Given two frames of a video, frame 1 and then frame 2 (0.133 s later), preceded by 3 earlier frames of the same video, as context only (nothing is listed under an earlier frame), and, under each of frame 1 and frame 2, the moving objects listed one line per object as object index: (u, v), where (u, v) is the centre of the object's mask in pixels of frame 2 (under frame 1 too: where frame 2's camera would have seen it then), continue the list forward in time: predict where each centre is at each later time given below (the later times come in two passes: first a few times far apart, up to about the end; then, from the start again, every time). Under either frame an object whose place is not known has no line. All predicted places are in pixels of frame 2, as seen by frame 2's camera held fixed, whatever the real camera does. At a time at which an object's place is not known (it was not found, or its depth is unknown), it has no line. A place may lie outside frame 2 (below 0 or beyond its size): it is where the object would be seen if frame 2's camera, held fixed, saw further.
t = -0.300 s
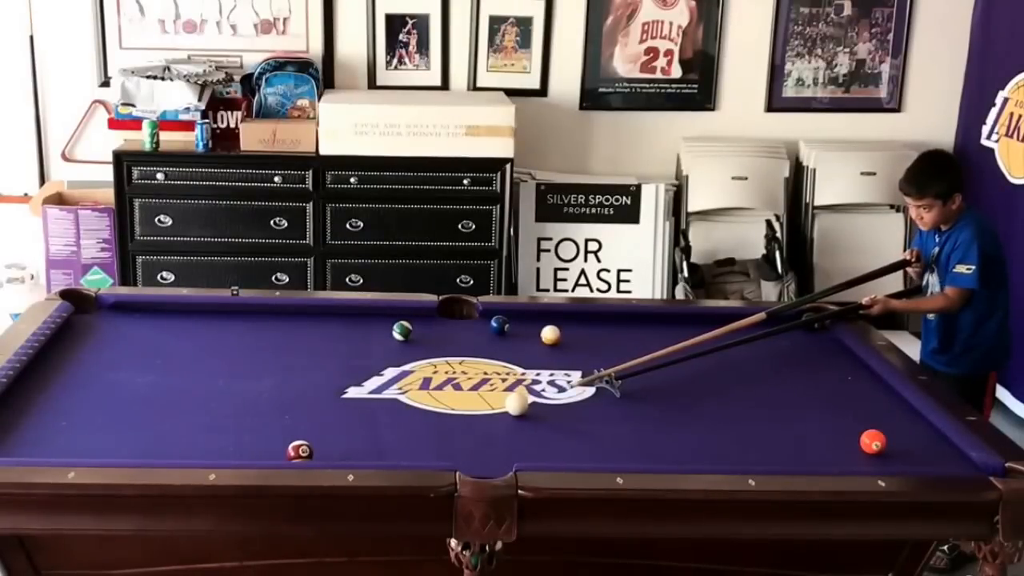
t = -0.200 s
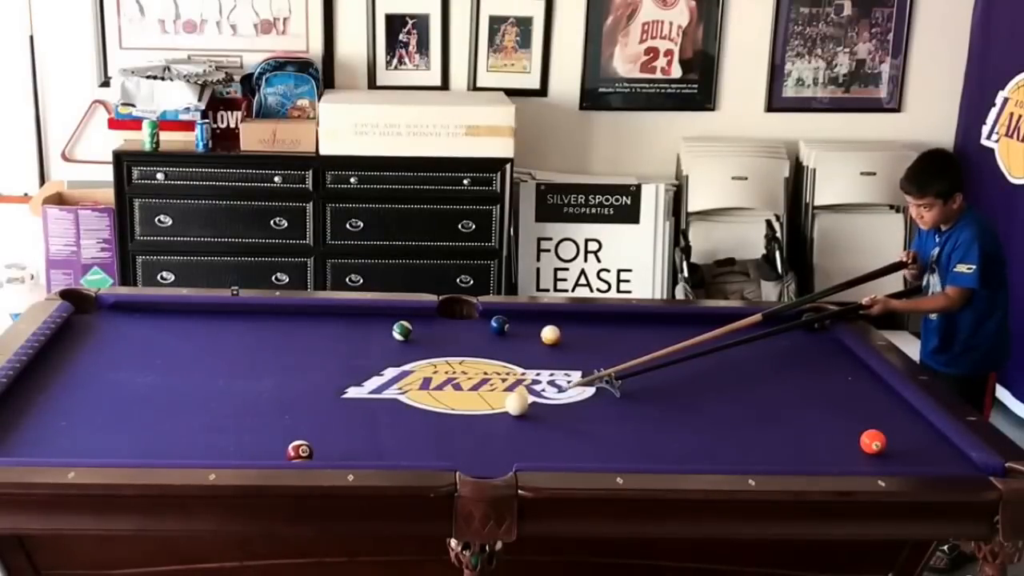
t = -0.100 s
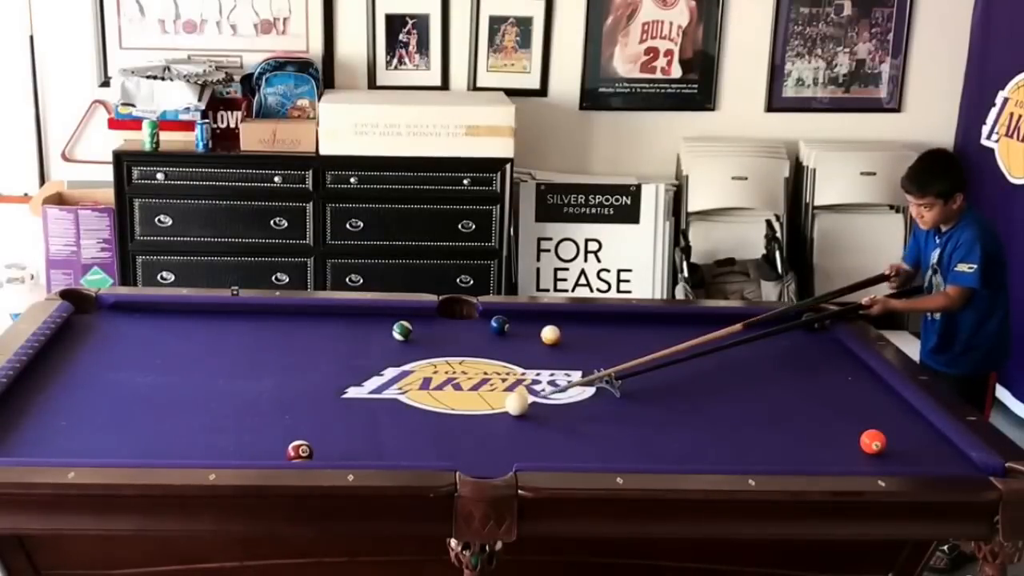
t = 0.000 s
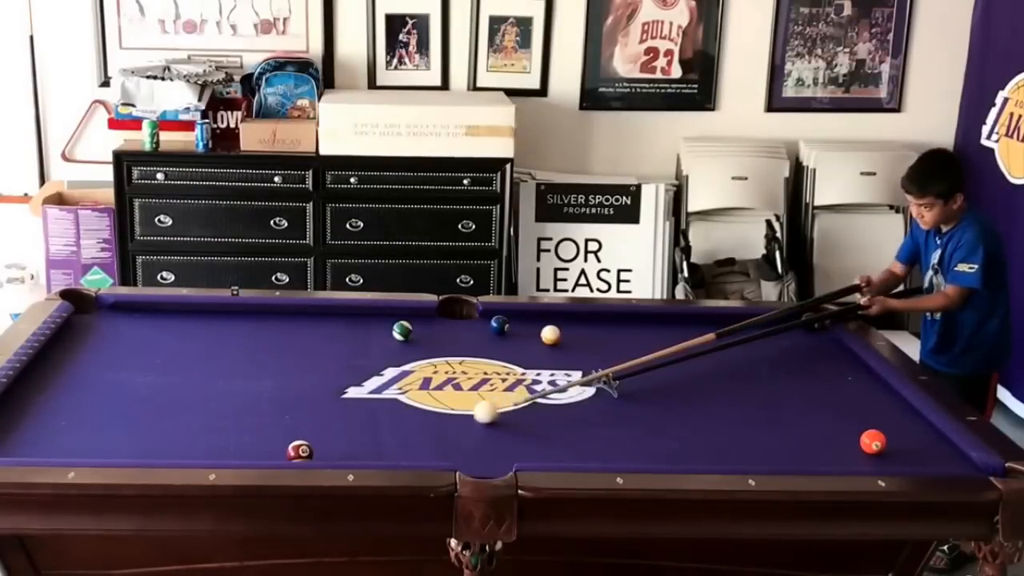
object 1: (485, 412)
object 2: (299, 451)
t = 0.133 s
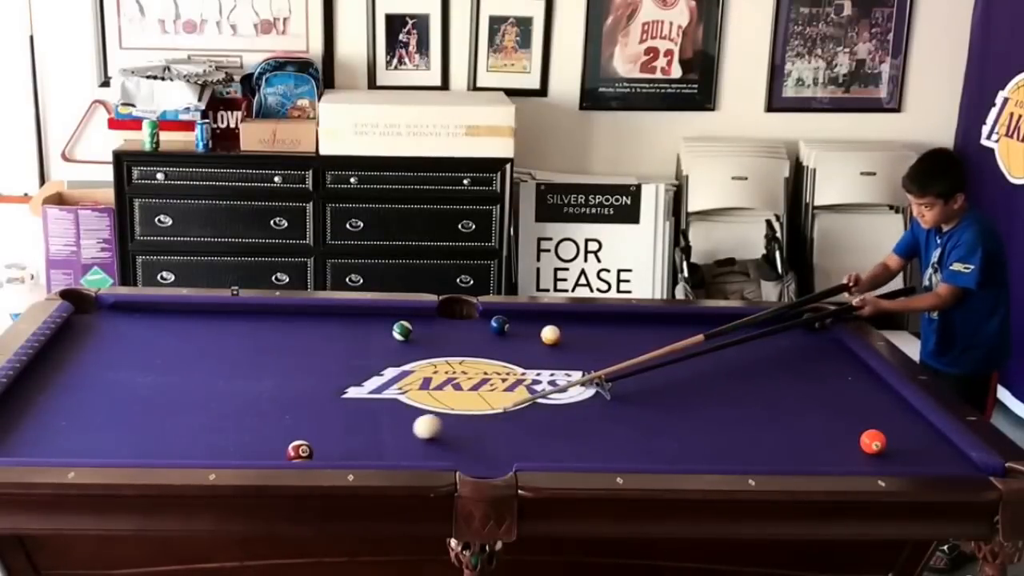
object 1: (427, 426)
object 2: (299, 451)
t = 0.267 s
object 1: (364, 442)
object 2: (299, 451)
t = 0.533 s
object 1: (325, 450)
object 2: (229, 452)
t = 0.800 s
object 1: (322, 437)
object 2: (150, 453)
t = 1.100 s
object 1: (320, 423)
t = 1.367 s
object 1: (318, 411)
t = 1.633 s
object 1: (317, 401)
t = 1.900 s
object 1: (316, 393)
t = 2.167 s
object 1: (315, 385)
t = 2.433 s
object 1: (315, 378)
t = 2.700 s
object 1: (316, 372)
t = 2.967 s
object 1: (317, 366)
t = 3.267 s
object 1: (319, 361)
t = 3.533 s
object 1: (320, 358)
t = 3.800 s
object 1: (322, 354)
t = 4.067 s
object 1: (324, 352)
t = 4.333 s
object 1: (325, 350)
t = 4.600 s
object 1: (326, 350)
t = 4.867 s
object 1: (326, 349)
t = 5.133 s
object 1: (326, 349)
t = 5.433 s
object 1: (326, 349)
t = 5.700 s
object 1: (327, 348)
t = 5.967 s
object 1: (327, 348)
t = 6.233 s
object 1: (327, 348)
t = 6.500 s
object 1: (327, 348)
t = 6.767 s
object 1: (327, 348)
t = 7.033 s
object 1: (327, 348)
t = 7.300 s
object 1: (327, 348)
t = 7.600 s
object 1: (327, 348)
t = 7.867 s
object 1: (327, 348)
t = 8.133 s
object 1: (327, 348)
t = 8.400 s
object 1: (327, 348)
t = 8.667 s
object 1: (327, 348)
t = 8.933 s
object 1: (327, 348)
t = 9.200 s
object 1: (327, 348)
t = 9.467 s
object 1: (327, 348)
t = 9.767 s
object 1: (327, 348)
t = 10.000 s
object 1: (327, 348)
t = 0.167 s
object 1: (412, 430)
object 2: (299, 451)
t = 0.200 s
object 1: (396, 434)
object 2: (299, 451)
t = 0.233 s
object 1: (381, 438)
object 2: (299, 451)
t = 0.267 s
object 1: (364, 442)
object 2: (299, 451)
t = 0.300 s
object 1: (348, 446)
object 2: (299, 451)
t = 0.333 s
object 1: (332, 449)
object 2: (299, 451)
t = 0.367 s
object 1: (326, 452)
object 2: (289, 451)
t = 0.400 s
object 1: (325, 454)
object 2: (274, 451)
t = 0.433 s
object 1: (326, 454)
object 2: (261, 451)
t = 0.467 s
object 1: (326, 452)
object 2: (249, 452)
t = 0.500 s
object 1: (326, 451)
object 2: (238, 453)
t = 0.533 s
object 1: (325, 450)
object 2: (229, 452)
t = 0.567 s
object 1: (325, 449)
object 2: (219, 453)
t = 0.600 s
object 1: (324, 447)
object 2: (207, 453)
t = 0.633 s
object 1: (324, 445)
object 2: (194, 454)
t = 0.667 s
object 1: (323, 444)
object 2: (187, 453)
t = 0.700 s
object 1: (323, 442)
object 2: (178, 453)
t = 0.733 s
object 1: (323, 440)
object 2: (169, 453)
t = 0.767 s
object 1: (322, 439)
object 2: (158, 453)
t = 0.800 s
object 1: (322, 437)
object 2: (150, 453)
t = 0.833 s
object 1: (322, 435)
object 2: (142, 452)
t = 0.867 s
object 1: (321, 433)
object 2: (132, 452)
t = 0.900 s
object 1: (321, 432)
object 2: (122, 452)
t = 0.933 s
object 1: (321, 430)
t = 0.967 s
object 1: (321, 429)
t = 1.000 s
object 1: (320, 427)
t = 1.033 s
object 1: (320, 426)
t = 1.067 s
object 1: (320, 424)
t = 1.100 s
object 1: (320, 423)
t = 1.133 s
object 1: (319, 421)
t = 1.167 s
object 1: (319, 420)
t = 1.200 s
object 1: (319, 418)
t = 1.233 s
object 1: (319, 417)
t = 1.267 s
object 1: (318, 415)
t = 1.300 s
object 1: (318, 414)
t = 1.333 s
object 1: (318, 413)
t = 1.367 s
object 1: (318, 411)
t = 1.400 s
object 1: (318, 410)
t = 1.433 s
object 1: (317, 409)
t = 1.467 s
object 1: (317, 408)
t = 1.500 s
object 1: (317, 406)
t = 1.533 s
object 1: (317, 405)
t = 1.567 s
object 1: (317, 404)
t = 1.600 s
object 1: (317, 403)
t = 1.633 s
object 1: (317, 401)
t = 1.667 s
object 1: (317, 400)
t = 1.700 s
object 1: (317, 399)
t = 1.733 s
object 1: (316, 398)
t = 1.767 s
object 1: (316, 397)
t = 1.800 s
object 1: (316, 396)
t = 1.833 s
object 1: (316, 395)
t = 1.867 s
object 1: (316, 394)
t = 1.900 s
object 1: (316, 393)
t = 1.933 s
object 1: (316, 392)
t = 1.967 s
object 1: (316, 390)
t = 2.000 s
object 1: (316, 390)
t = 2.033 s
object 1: (315, 389)
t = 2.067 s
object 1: (315, 387)
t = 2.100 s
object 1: (315, 387)
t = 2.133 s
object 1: (315, 386)
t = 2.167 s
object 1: (315, 385)
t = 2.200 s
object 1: (315, 384)
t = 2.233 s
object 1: (315, 383)
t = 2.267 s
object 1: (315, 382)
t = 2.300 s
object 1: (315, 381)
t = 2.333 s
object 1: (315, 380)
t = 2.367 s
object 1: (315, 380)
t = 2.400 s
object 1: (315, 379)
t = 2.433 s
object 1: (315, 378)
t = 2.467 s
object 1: (316, 377)
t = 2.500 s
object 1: (316, 376)
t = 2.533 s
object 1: (316, 375)
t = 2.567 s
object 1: (316, 375)
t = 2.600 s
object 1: (316, 374)
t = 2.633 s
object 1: (316, 373)
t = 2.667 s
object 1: (316, 372)
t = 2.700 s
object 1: (316, 372)
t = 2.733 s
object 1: (316, 371)
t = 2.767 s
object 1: (316, 370)
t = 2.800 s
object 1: (316, 369)
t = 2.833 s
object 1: (316, 369)
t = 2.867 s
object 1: (317, 368)
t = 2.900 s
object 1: (317, 368)
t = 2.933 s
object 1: (317, 367)
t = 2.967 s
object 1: (317, 366)
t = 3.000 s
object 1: (317, 366)
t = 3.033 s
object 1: (317, 365)
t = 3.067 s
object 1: (317, 364)
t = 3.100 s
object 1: (318, 364)
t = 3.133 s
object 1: (318, 363)
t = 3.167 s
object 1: (318, 363)
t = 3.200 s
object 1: (318, 362)
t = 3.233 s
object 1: (318, 362)
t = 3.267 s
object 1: (319, 361)
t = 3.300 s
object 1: (319, 361)
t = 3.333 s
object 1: (319, 360)
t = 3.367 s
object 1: (319, 360)
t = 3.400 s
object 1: (320, 359)
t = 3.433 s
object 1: (320, 359)
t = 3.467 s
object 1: (320, 359)
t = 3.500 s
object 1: (320, 358)
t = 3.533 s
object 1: (320, 358)
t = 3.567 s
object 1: (321, 357)
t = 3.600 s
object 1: (321, 357)
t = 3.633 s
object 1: (321, 356)
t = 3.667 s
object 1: (321, 356)
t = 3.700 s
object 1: (322, 356)
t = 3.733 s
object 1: (322, 355)
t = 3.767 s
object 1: (322, 355)
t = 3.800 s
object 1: (322, 354)
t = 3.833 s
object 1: (323, 354)
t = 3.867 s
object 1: (323, 354)
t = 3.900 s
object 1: (323, 354)
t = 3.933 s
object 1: (323, 353)
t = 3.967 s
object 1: (323, 353)
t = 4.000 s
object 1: (323, 353)
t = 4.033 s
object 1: (324, 352)
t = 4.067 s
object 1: (324, 352)
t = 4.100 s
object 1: (324, 352)
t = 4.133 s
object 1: (324, 351)
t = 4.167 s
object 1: (324, 351)
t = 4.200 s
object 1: (324, 351)
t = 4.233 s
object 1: (325, 351)
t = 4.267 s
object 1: (325, 350)
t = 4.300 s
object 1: (325, 350)
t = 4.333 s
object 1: (325, 350)
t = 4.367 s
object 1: (325, 350)
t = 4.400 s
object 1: (325, 350)
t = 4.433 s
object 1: (325, 350)
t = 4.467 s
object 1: (325, 350)
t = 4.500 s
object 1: (325, 350)
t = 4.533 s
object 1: (325, 350)
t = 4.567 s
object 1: (325, 350)
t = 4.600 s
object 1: (326, 350)
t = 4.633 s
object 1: (326, 350)
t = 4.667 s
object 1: (326, 350)
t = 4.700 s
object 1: (326, 350)
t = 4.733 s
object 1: (326, 350)
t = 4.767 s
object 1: (326, 349)
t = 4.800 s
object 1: (326, 349)
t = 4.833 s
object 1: (326, 349)
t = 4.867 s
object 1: (326, 349)
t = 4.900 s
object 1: (326, 349)
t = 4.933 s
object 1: (326, 349)
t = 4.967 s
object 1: (326, 349)
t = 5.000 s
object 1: (326, 349)
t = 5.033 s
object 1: (326, 349)
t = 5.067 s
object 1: (326, 349)
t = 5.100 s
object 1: (326, 349)
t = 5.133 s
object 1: (326, 349)
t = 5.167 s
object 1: (326, 349)
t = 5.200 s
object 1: (326, 349)
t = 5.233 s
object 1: (326, 349)
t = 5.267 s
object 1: (326, 349)
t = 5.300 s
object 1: (326, 349)
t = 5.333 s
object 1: (326, 349)
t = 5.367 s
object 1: (326, 349)
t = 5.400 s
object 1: (326, 349)
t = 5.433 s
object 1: (326, 349)
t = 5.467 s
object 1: (326, 349)
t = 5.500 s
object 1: (326, 349)
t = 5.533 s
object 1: (326, 349)
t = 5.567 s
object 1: (327, 348)
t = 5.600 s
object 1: (327, 348)
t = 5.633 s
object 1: (327, 348)
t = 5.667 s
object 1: (327, 348)
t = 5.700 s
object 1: (327, 348)
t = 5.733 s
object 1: (327, 348)
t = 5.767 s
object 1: (326, 348)
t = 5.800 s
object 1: (327, 348)
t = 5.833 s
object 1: (327, 348)
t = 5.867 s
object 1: (327, 348)
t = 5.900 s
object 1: (327, 348)
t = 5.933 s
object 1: (327, 348)
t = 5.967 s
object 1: (327, 348)
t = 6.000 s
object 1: (327, 348)
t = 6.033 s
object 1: (326, 348)
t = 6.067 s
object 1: (327, 348)
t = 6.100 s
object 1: (327, 348)
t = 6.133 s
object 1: (327, 348)
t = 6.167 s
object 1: (327, 348)
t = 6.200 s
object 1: (327, 348)
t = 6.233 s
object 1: (327, 348)
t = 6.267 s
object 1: (327, 348)
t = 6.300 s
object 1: (327, 348)
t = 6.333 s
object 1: (327, 348)
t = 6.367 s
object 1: (327, 348)
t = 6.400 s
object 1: (327, 348)
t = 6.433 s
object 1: (327, 348)
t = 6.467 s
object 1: (327, 348)
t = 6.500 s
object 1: (327, 348)
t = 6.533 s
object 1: (327, 348)
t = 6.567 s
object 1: (327, 348)
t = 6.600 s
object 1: (327, 348)
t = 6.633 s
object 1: (327, 348)
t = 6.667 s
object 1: (327, 348)
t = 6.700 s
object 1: (327, 348)
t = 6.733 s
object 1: (327, 348)
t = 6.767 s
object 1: (327, 348)
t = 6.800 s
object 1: (327, 348)
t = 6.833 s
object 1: (327, 348)
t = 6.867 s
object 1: (327, 348)
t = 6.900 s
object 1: (327, 348)
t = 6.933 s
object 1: (327, 348)
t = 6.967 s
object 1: (327, 348)
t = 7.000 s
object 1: (327, 348)
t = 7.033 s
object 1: (327, 348)
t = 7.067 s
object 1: (327, 348)
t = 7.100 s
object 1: (327, 348)
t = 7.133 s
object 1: (327, 348)
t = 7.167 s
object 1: (327, 348)
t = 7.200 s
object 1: (327, 348)
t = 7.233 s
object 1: (327, 348)
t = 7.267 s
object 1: (327, 348)
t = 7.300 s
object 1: (327, 348)
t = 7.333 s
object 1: (327, 348)
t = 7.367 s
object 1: (327, 348)
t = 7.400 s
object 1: (327, 348)
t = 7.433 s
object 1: (327, 348)
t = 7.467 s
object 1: (327, 348)
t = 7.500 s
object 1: (327, 348)
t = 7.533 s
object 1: (327, 348)
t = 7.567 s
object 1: (327, 348)
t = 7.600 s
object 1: (327, 348)
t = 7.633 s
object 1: (327, 348)
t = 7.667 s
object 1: (327, 348)
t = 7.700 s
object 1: (327, 348)
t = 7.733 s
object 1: (327, 348)
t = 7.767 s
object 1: (327, 348)
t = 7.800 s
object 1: (327, 348)
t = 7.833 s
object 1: (327, 348)
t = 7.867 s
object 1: (327, 348)
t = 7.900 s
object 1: (327, 348)
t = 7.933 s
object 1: (327, 348)
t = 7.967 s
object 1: (327, 348)
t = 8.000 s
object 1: (327, 348)
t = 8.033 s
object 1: (327, 348)
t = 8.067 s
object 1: (327, 348)
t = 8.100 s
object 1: (327, 348)
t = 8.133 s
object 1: (327, 348)
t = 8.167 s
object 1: (327, 348)
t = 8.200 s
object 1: (327, 348)
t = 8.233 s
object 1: (327, 348)
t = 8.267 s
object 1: (327, 348)
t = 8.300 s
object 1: (327, 348)
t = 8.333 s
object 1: (327, 348)
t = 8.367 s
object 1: (327, 348)
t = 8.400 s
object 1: (327, 348)
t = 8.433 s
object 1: (327, 348)
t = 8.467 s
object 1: (327, 348)
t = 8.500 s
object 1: (327, 348)
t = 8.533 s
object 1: (327, 348)
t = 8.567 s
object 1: (327, 348)
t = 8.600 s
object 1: (327, 348)
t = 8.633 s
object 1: (327, 348)
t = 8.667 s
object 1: (327, 348)
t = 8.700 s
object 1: (327, 348)
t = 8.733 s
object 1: (327, 348)
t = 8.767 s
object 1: (327, 348)
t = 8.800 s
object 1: (327, 348)
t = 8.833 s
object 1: (327, 348)
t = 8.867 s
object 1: (327, 348)
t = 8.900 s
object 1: (327, 348)
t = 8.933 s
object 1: (327, 348)
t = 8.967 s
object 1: (327, 348)
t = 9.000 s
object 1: (327, 348)
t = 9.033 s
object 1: (327, 348)
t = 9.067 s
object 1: (327, 348)
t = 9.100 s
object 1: (327, 348)
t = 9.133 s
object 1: (327, 348)
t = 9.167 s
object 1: (327, 348)
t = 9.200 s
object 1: (327, 348)
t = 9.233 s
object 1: (327, 348)
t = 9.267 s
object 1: (327, 348)
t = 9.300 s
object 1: (327, 348)
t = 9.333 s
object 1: (327, 348)
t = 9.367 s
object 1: (327, 348)
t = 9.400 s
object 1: (327, 348)
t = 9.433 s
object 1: (327, 348)
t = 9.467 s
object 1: (327, 348)
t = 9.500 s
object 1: (327, 348)
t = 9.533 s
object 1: (327, 348)
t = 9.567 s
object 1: (327, 348)
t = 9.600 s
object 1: (327, 348)
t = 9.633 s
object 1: (327, 348)
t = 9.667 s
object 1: (327, 348)
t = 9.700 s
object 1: (327, 348)
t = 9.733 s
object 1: (327, 348)
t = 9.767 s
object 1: (327, 348)
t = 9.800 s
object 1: (327, 348)
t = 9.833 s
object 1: (327, 348)
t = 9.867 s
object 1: (327, 348)
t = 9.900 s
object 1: (327, 348)
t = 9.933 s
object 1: (327, 348)
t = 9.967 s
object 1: (327, 348)
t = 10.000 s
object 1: (327, 348)
